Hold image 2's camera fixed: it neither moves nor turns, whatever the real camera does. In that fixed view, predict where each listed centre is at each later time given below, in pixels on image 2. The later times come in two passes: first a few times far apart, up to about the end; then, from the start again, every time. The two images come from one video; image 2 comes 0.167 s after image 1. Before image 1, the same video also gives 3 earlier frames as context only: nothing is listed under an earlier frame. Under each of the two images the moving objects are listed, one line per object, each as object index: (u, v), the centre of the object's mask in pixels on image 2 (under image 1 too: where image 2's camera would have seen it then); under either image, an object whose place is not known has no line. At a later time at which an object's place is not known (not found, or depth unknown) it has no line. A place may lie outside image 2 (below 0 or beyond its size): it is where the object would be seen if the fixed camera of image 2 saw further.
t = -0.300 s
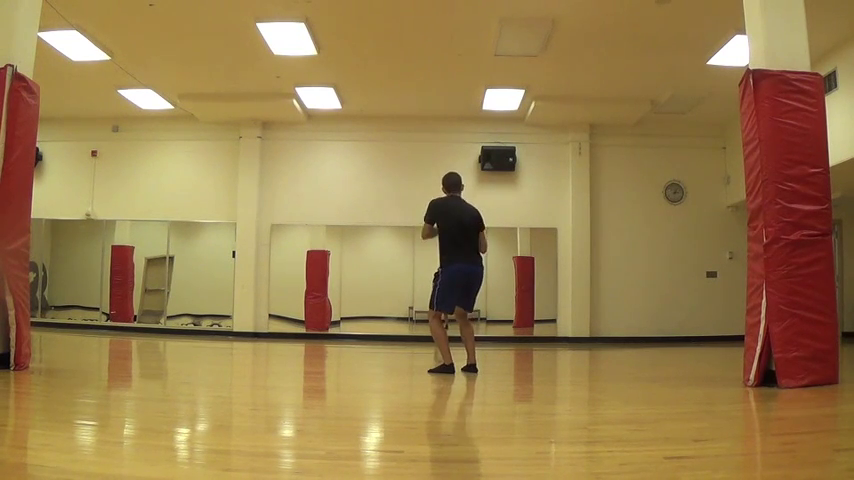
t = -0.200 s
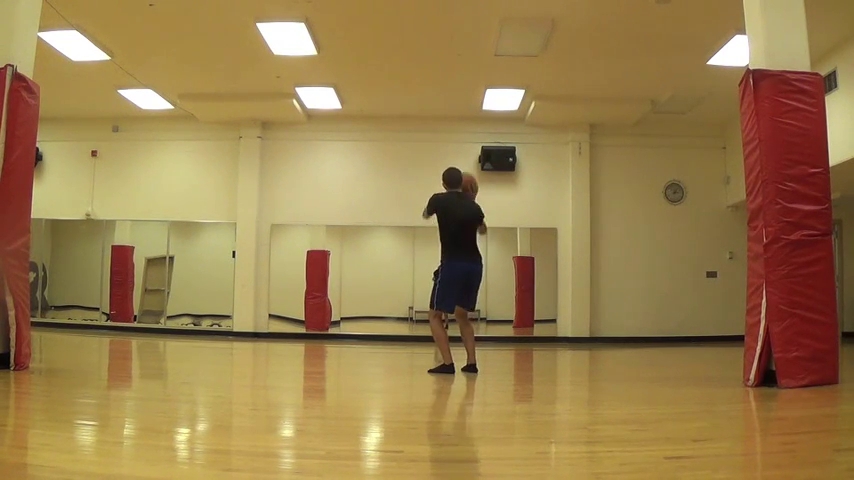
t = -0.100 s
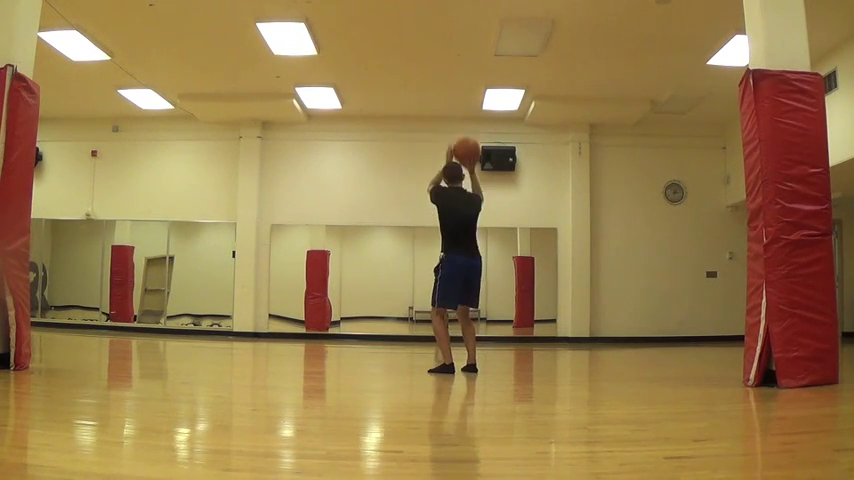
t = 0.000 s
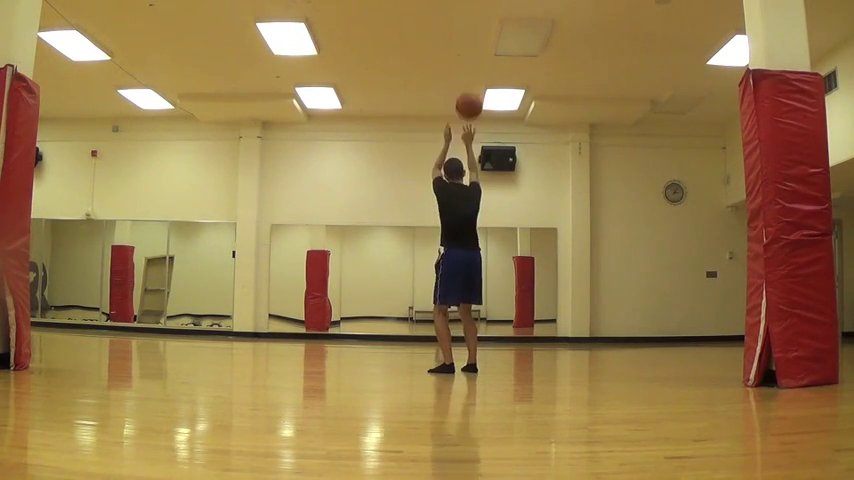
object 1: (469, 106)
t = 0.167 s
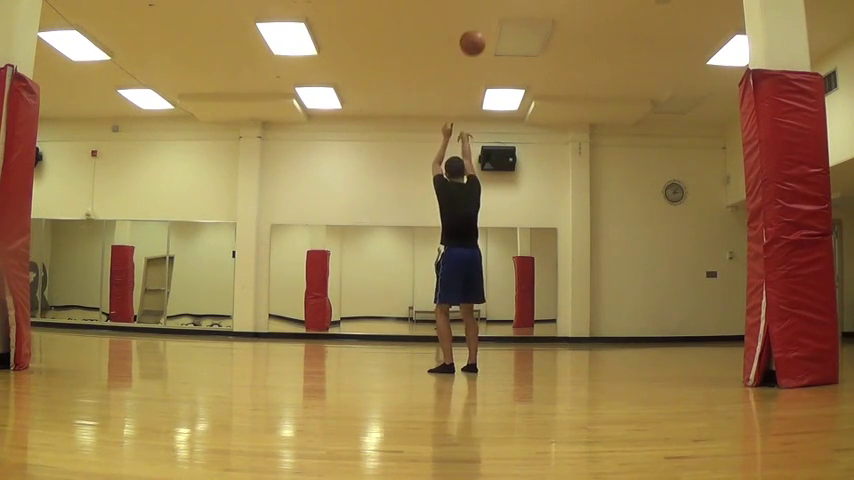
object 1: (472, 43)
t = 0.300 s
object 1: (475, 15)
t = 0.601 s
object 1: (480, 16)
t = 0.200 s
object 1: (473, 34)
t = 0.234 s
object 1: (473, 27)
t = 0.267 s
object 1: (474, 20)
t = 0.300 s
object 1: (475, 15)
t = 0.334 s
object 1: (475, 11)
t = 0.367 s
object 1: (476, 9)
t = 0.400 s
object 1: (477, 8)
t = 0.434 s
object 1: (477, 8)
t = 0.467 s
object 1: (478, 8)
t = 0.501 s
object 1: (479, 8)
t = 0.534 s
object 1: (479, 10)
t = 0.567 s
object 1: (480, 12)
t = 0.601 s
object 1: (480, 16)
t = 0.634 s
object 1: (481, 22)
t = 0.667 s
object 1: (482, 28)
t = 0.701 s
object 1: (483, 35)
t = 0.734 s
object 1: (483, 43)
